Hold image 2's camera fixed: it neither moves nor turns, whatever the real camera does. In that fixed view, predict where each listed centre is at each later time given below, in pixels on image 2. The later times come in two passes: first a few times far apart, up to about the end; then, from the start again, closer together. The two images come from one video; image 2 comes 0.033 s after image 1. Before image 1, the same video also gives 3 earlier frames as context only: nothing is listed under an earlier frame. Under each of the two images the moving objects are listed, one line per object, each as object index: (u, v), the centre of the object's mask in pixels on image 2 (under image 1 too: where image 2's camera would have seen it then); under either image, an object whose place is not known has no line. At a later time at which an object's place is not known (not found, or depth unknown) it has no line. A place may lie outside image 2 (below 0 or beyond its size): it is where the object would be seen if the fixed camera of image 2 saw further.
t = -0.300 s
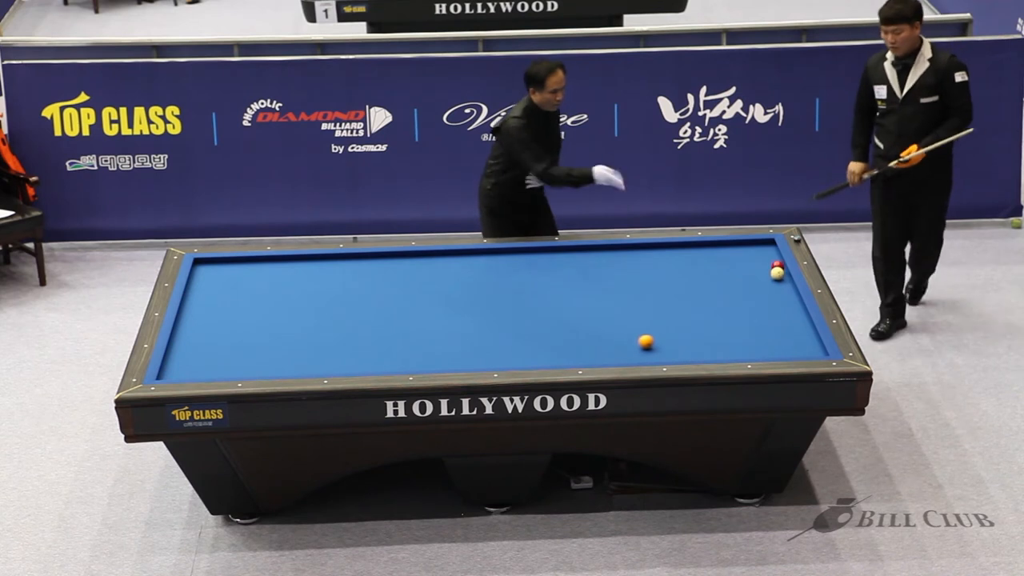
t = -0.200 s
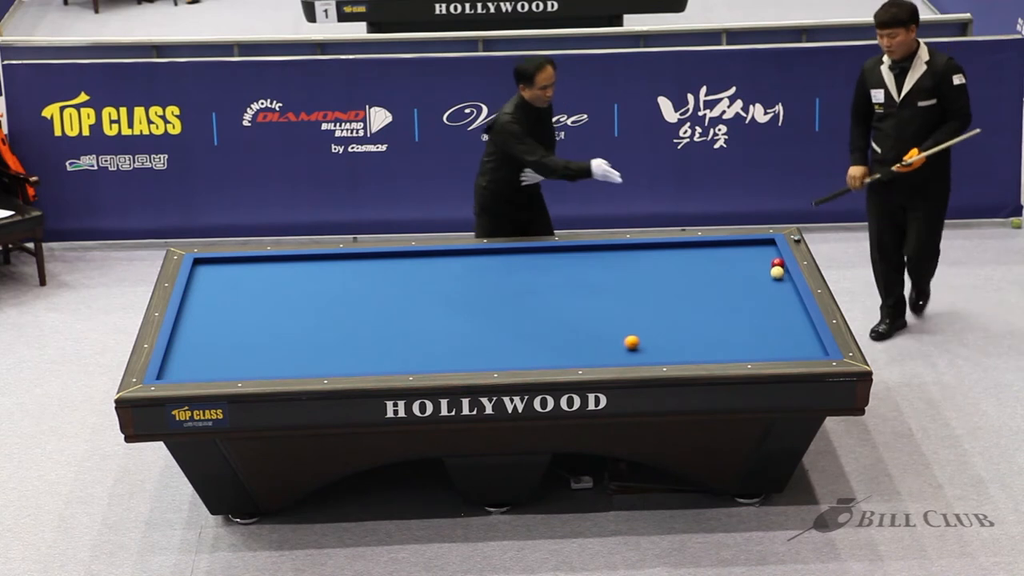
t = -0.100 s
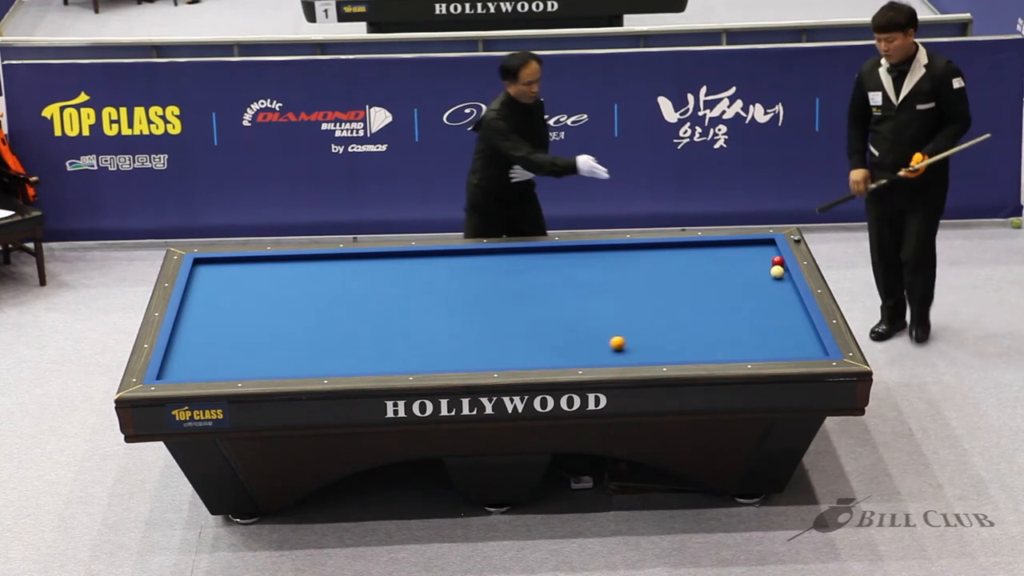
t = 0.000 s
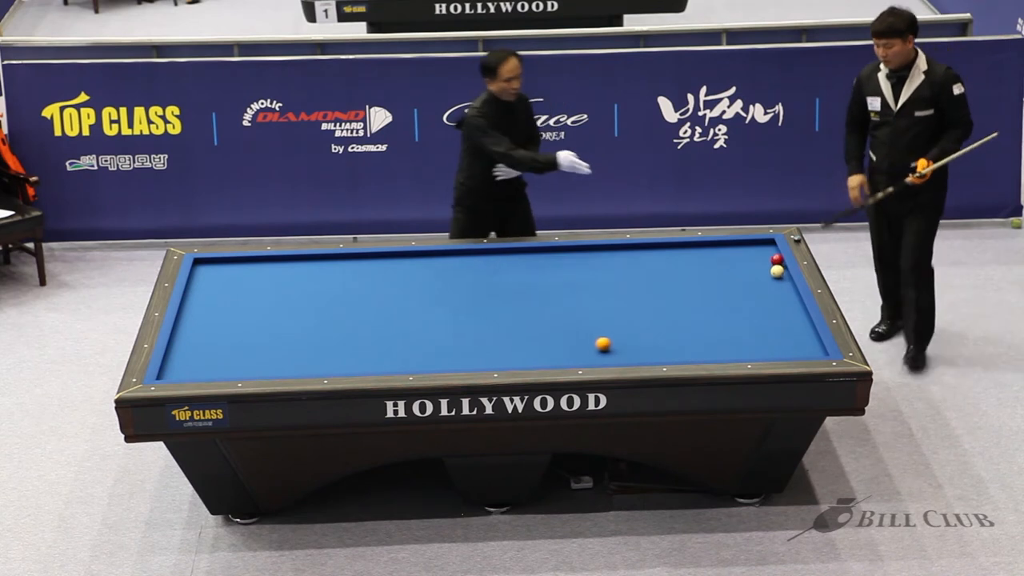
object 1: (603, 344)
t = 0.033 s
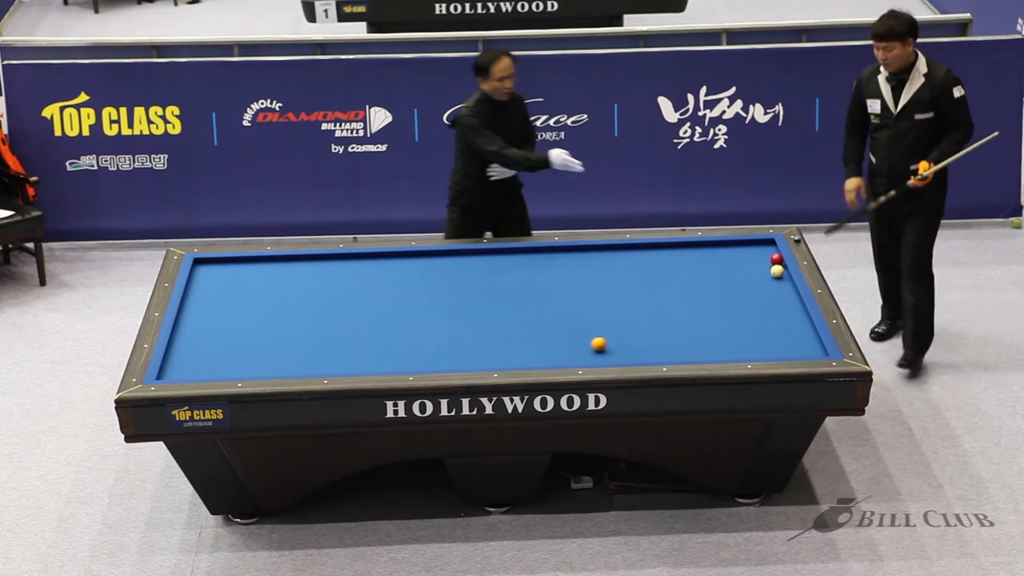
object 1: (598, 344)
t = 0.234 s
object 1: (570, 345)
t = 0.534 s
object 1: (529, 348)
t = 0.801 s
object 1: (494, 349)
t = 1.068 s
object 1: (459, 351)
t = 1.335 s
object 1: (425, 353)
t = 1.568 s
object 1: (396, 354)
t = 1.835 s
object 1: (363, 356)
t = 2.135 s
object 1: (327, 357)
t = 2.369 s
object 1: (300, 359)
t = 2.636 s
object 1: (270, 360)
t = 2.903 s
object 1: (240, 361)
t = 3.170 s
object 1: (211, 362)
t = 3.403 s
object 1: (187, 363)
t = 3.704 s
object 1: (176, 363)
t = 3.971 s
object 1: (191, 362)
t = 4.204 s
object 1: (204, 361)
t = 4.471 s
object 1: (219, 360)
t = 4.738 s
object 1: (232, 360)
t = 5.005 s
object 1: (244, 359)
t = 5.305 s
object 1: (258, 359)
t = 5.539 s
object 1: (267, 358)
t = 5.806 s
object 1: (277, 357)
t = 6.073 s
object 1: (287, 357)
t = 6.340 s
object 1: (295, 356)
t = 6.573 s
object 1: (303, 356)
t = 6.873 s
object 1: (310, 355)
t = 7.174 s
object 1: (318, 355)
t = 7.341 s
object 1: (321, 354)
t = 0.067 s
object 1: (593, 344)
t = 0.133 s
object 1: (584, 345)
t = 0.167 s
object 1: (580, 345)
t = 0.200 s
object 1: (575, 345)
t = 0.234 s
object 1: (570, 345)
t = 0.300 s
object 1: (561, 346)
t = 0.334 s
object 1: (556, 346)
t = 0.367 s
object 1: (552, 346)
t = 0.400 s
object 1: (547, 347)
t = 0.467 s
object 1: (538, 347)
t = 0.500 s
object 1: (534, 347)
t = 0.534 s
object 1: (529, 348)
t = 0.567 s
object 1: (525, 348)
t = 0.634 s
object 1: (516, 348)
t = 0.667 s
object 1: (511, 348)
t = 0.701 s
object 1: (507, 348)
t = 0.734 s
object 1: (502, 349)
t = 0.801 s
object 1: (494, 349)
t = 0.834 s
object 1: (489, 349)
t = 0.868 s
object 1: (485, 350)
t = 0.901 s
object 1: (481, 350)
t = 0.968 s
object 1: (472, 350)
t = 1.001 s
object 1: (468, 351)
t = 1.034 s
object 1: (463, 351)
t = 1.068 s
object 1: (459, 351)
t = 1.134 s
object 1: (450, 352)
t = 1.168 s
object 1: (446, 352)
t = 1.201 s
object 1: (442, 352)
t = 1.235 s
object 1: (437, 352)
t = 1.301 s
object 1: (429, 352)
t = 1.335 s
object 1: (425, 353)
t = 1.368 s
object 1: (421, 353)
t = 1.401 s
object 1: (417, 353)
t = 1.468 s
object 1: (408, 354)
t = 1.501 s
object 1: (404, 354)
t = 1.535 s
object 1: (400, 354)
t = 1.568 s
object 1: (396, 354)
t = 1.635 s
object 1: (388, 355)
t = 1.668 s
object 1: (383, 355)
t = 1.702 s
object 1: (379, 355)
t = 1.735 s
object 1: (375, 355)
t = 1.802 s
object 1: (367, 355)
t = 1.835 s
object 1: (363, 356)
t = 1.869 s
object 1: (359, 356)
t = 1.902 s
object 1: (355, 356)
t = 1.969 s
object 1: (347, 356)
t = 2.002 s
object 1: (343, 356)
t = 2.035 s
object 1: (339, 357)
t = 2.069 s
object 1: (335, 357)
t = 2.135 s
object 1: (327, 357)
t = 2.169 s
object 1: (323, 357)
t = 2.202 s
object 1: (319, 358)
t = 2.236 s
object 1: (316, 358)
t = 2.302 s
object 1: (308, 358)
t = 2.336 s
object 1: (304, 358)
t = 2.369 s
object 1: (300, 359)
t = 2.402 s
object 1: (296, 359)
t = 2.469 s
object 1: (289, 359)
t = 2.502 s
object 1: (285, 359)
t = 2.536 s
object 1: (281, 359)
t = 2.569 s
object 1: (277, 359)
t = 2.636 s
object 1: (270, 360)
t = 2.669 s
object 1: (266, 360)
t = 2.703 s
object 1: (262, 360)
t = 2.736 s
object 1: (258, 360)
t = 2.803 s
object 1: (251, 360)
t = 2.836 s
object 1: (247, 361)
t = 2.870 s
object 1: (244, 361)
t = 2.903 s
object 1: (240, 361)
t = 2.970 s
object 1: (233, 361)
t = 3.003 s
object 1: (229, 361)
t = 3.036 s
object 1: (225, 361)
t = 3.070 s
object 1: (222, 361)
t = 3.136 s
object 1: (215, 362)
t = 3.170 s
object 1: (211, 362)
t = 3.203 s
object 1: (208, 362)
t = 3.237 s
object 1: (204, 362)
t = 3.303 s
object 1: (197, 362)
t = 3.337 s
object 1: (194, 362)
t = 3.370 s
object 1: (190, 362)
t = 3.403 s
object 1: (187, 363)
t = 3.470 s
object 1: (179, 362)
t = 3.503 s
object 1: (176, 363)
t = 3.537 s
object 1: (173, 363)
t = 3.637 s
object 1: (171, 363)
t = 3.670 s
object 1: (173, 363)
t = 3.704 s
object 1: (176, 363)
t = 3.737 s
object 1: (177, 362)
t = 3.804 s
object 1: (182, 362)
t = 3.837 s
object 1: (184, 362)
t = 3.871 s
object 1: (186, 362)
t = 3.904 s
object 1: (187, 362)
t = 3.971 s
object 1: (191, 362)
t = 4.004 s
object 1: (193, 362)
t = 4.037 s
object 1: (195, 362)
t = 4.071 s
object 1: (197, 361)
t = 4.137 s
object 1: (201, 361)
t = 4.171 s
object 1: (202, 361)
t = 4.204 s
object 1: (204, 361)
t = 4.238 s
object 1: (206, 361)
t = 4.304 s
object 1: (210, 361)
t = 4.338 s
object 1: (212, 361)
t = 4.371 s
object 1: (213, 361)
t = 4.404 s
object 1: (215, 361)
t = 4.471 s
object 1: (219, 360)
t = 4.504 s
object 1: (220, 360)
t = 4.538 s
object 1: (222, 360)
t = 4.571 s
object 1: (224, 360)
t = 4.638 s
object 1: (227, 360)
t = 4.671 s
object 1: (229, 360)
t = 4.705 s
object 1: (230, 360)
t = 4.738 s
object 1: (232, 360)
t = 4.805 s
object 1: (235, 360)
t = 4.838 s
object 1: (237, 360)
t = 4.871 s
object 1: (238, 360)
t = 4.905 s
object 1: (240, 359)
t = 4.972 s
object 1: (243, 359)
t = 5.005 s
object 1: (244, 359)
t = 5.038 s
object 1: (246, 359)
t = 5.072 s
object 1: (248, 359)
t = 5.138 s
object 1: (250, 359)
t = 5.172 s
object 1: (252, 359)
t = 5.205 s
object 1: (253, 359)
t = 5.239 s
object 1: (255, 359)
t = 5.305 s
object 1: (258, 359)
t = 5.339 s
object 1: (259, 358)
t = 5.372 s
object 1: (260, 358)
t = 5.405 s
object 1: (262, 358)
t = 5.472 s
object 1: (265, 358)
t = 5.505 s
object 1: (266, 358)
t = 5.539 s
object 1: (267, 358)
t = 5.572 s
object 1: (269, 358)
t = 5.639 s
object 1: (271, 358)
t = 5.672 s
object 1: (272, 358)
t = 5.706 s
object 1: (274, 358)
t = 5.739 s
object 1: (275, 358)
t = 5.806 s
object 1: (277, 357)
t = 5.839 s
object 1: (279, 357)
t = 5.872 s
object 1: (280, 357)
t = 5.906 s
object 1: (281, 357)
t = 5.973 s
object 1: (283, 357)
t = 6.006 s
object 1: (285, 357)
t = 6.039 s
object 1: (286, 357)
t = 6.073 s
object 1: (287, 357)
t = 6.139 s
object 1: (289, 357)
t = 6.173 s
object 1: (290, 357)
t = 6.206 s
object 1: (291, 357)
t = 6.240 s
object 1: (292, 357)
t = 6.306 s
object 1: (294, 356)
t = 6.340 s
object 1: (295, 356)
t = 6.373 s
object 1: (297, 356)
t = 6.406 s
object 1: (298, 356)
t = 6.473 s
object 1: (299, 356)
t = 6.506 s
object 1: (300, 356)
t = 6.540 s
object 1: (302, 356)
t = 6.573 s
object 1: (303, 356)
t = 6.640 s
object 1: (304, 355)
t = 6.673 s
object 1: (305, 355)
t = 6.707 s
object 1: (306, 355)
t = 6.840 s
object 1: (310, 355)
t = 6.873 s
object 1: (310, 355)
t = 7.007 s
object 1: (314, 355)
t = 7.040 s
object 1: (315, 355)
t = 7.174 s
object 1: (318, 355)
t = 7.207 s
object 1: (318, 355)
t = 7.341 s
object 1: (321, 354)
